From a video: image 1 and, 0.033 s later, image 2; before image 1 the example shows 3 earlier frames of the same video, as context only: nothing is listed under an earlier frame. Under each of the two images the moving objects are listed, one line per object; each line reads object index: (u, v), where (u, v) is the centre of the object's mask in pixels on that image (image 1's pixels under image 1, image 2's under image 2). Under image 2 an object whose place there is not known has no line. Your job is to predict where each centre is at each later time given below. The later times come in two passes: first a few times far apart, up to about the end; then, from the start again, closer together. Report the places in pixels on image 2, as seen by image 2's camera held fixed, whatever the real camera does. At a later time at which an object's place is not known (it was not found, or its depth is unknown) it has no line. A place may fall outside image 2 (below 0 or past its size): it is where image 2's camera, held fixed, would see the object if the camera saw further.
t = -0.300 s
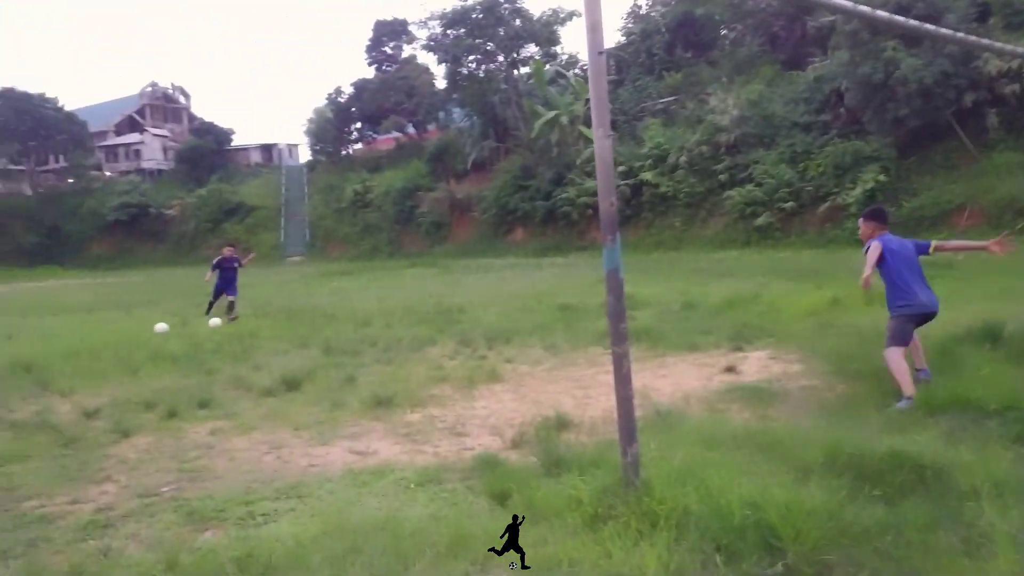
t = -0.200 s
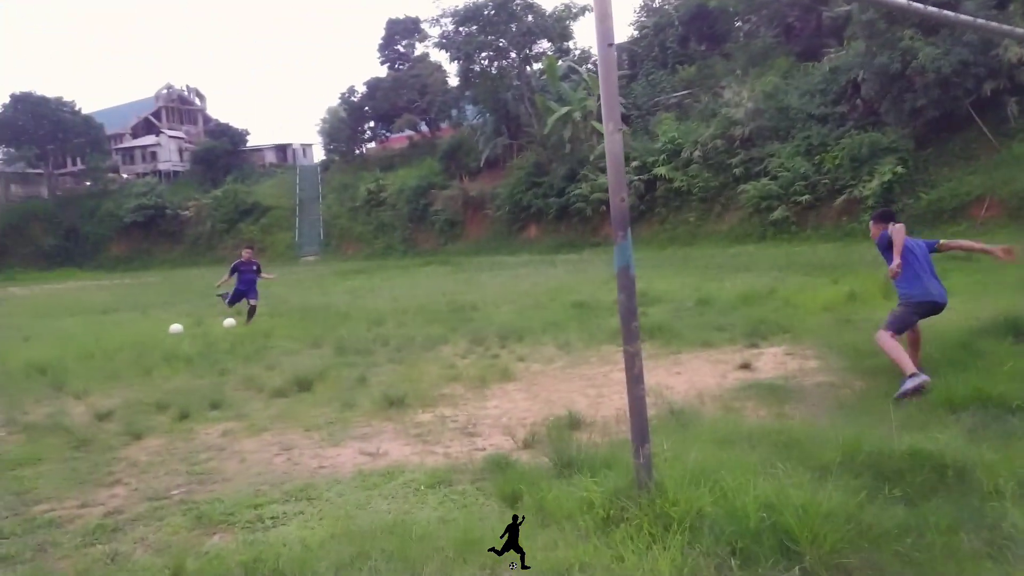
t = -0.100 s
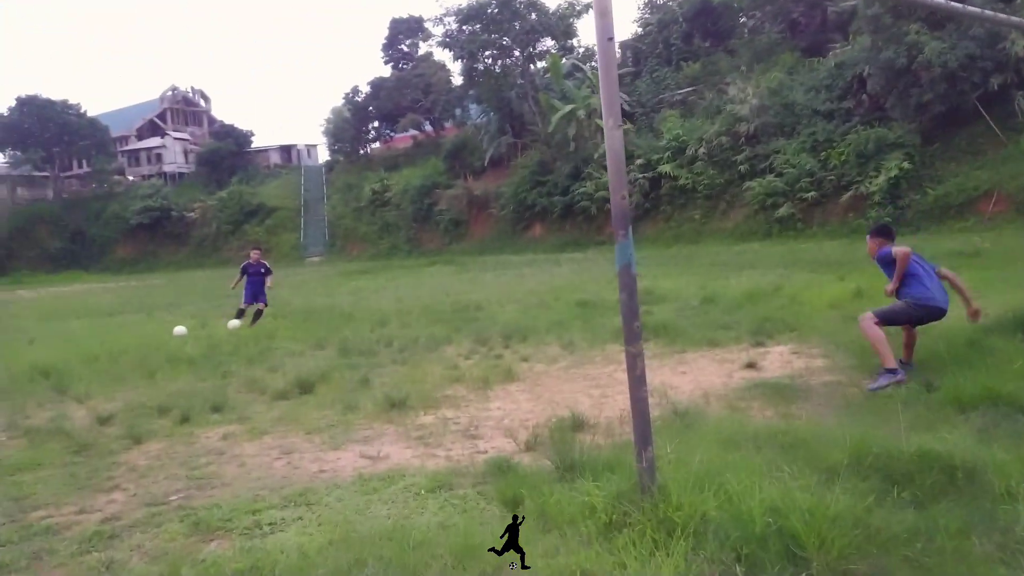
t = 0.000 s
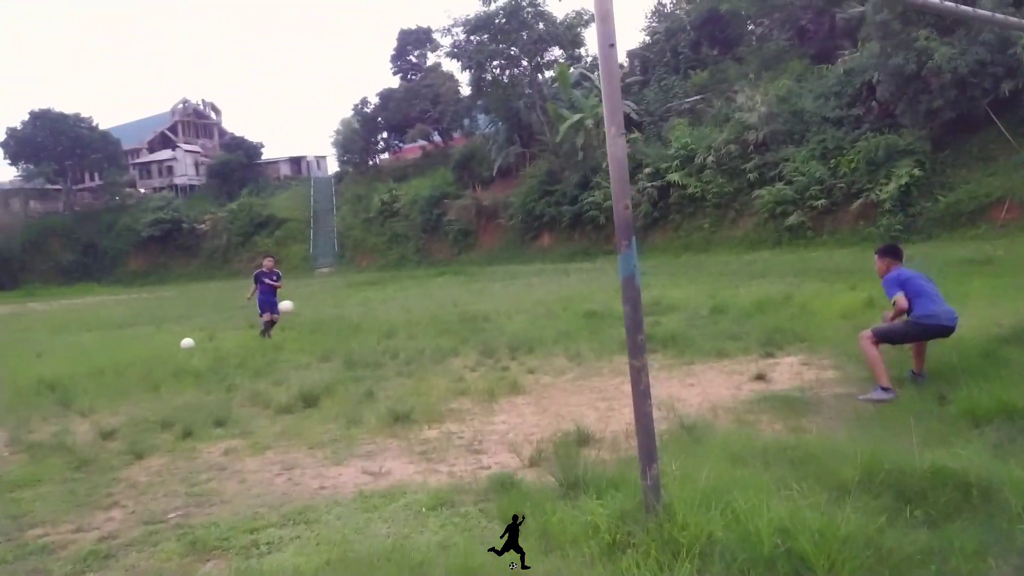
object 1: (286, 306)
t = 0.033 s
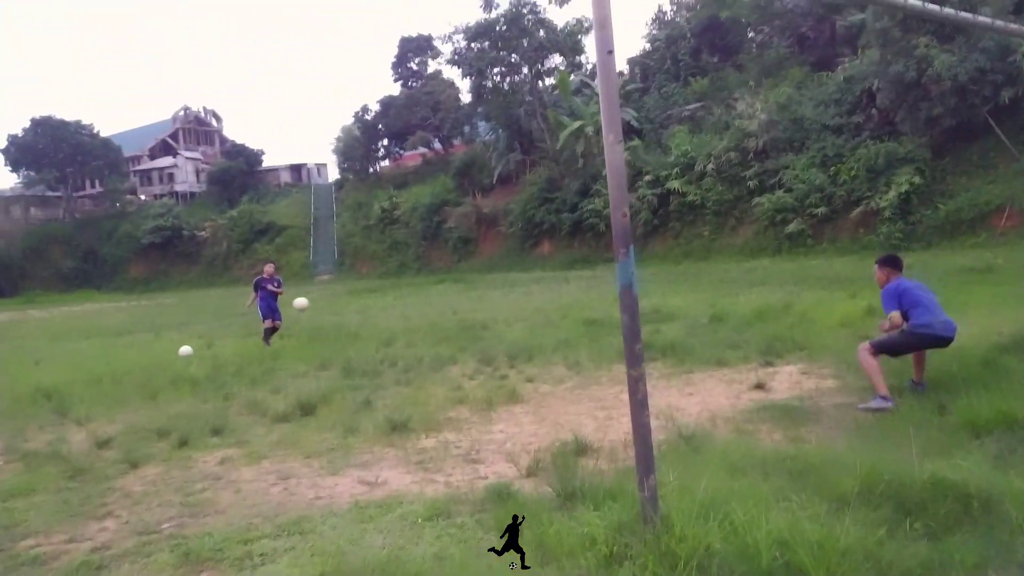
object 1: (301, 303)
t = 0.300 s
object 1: (461, 222)
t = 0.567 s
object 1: (721, 145)
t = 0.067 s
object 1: (317, 292)
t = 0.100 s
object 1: (335, 282)
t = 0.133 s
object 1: (354, 272)
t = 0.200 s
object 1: (393, 252)
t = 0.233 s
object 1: (415, 241)
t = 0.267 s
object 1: (438, 232)
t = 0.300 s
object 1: (461, 222)
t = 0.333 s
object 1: (487, 211)
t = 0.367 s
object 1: (514, 201)
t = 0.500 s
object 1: (643, 164)
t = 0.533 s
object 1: (682, 154)
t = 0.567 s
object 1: (721, 145)
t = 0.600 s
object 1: (767, 137)
